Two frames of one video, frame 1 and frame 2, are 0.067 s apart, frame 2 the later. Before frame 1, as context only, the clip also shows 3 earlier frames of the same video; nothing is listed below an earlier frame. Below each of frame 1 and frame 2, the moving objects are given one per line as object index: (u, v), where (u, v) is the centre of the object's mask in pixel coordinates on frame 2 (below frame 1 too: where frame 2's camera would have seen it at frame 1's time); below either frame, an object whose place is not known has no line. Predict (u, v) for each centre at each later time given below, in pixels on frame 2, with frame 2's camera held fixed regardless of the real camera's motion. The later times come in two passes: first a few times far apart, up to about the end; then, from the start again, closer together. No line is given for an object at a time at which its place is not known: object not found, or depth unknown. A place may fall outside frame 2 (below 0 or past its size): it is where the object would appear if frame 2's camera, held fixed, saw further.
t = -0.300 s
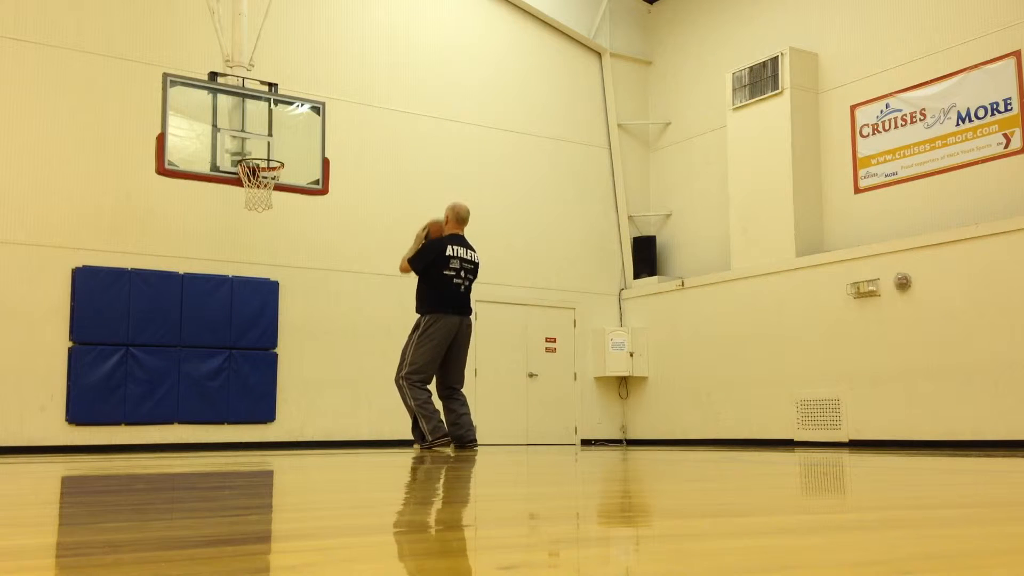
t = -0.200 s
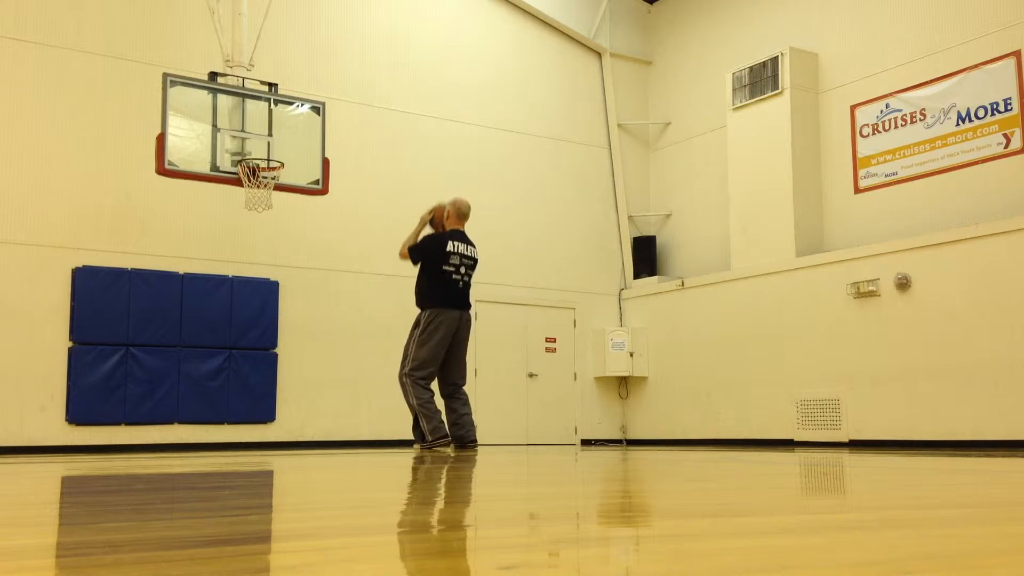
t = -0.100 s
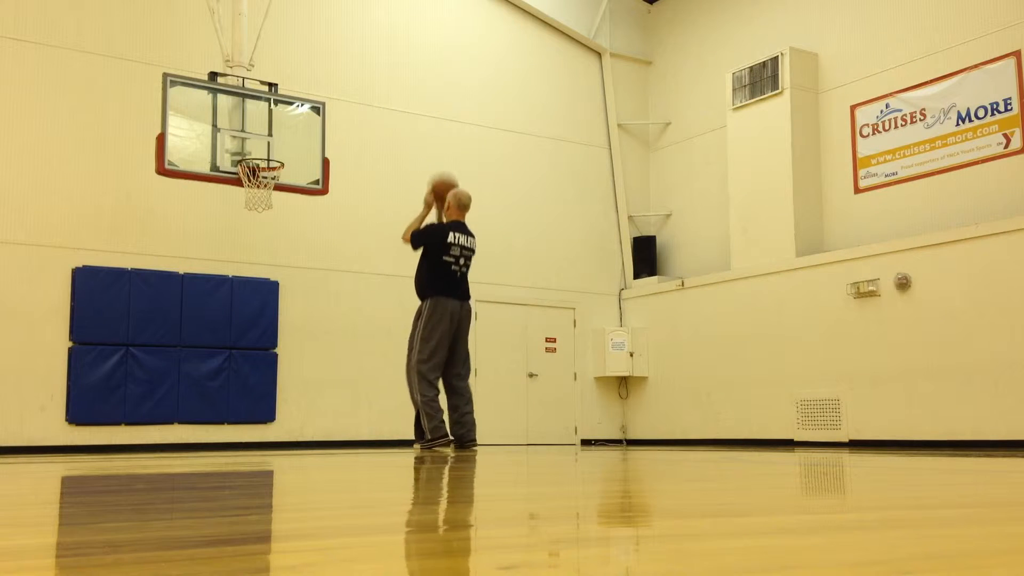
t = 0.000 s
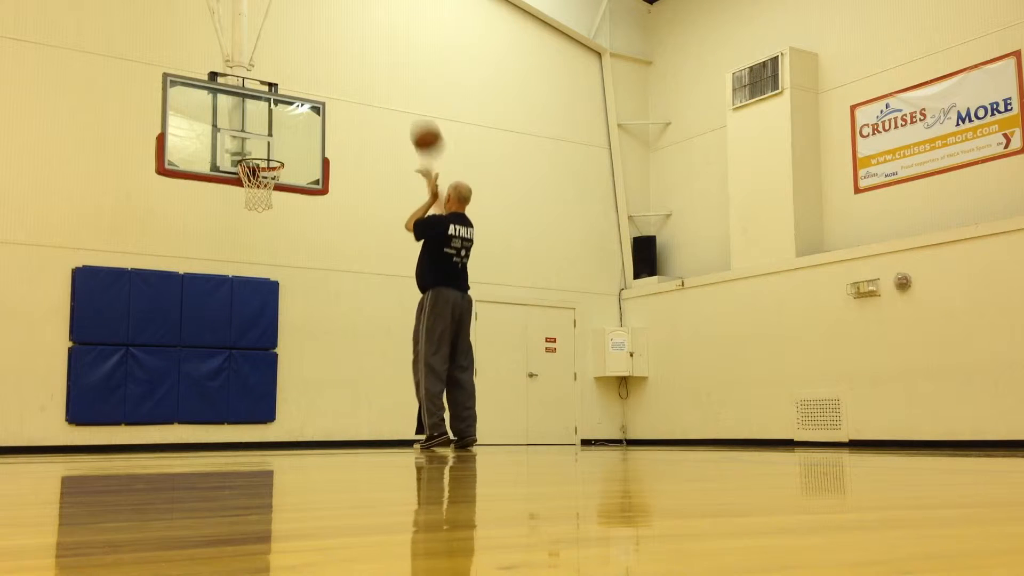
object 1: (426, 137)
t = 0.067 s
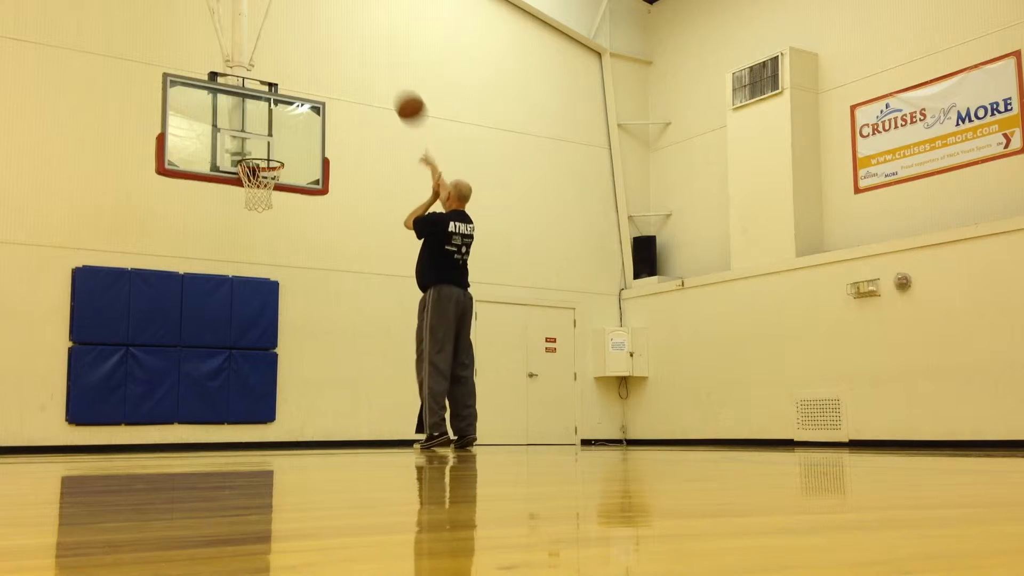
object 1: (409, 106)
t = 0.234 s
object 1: (372, 58)
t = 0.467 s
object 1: (327, 44)
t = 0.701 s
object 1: (290, 81)
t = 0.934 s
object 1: (256, 164)
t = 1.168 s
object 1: (264, 235)
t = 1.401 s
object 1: (275, 343)
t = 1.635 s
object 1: (290, 397)
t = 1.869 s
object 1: (312, 314)
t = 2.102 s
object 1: (333, 280)
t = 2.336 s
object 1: (354, 293)
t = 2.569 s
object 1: (374, 358)
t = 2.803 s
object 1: (396, 402)
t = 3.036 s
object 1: (416, 342)
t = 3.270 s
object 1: (436, 334)
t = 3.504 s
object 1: (458, 382)
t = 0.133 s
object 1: (394, 83)
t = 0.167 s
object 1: (387, 73)
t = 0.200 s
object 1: (379, 64)
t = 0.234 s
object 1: (372, 58)
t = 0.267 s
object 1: (365, 52)
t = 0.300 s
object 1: (359, 48)
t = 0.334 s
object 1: (352, 45)
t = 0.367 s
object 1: (345, 43)
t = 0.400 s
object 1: (339, 43)
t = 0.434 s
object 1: (333, 43)
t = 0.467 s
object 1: (327, 44)
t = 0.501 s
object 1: (321, 47)
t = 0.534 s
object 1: (316, 50)
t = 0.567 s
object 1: (310, 54)
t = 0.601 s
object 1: (305, 60)
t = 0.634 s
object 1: (300, 66)
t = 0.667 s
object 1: (295, 73)
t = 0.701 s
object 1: (290, 81)
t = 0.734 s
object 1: (285, 90)
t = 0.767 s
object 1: (280, 101)
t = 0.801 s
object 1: (274, 112)
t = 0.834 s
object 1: (270, 123)
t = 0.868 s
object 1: (265, 134)
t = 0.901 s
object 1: (260, 148)
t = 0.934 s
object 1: (256, 164)
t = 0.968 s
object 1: (254, 174)
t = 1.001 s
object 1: (258, 188)
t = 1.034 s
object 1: (257, 203)
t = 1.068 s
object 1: (258, 205)
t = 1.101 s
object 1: (260, 214)
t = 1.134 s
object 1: (262, 223)
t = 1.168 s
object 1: (264, 235)
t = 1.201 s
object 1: (266, 247)
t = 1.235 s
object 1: (267, 260)
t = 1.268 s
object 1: (269, 274)
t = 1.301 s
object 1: (271, 292)
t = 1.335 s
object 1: (272, 308)
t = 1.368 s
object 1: (274, 324)
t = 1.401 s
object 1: (275, 343)
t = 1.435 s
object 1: (276, 363)
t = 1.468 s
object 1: (279, 384)
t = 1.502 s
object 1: (279, 405)
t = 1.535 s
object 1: (281, 428)
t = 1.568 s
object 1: (283, 429)
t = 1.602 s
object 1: (287, 412)
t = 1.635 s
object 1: (290, 397)
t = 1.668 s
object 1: (293, 382)
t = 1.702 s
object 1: (297, 368)
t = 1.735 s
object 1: (299, 356)
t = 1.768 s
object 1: (303, 344)
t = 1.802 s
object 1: (306, 333)
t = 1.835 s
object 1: (309, 323)
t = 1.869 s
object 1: (312, 314)
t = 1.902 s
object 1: (315, 306)
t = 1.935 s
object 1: (318, 300)
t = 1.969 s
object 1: (321, 294)
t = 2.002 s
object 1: (324, 289)
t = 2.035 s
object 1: (327, 285)
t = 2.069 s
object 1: (330, 282)
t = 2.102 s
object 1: (333, 280)
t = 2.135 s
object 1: (336, 279)
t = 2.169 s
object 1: (339, 278)
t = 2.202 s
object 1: (342, 279)
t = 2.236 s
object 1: (345, 281)
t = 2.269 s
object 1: (348, 284)
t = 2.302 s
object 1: (351, 288)
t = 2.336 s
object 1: (354, 293)
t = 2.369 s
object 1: (357, 299)
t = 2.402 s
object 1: (360, 306)
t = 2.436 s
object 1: (363, 314)
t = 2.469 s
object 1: (365, 324)
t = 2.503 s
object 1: (368, 334)
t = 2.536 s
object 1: (372, 346)
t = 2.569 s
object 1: (374, 358)
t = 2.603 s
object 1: (377, 372)
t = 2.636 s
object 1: (380, 388)
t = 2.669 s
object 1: (383, 405)
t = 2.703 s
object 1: (386, 424)
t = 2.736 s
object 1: (390, 428)
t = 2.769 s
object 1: (393, 415)
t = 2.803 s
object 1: (396, 402)
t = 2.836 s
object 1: (399, 390)
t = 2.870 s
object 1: (402, 380)
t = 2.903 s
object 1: (404, 370)
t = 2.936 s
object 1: (407, 362)
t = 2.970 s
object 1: (410, 354)
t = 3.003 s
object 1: (413, 348)
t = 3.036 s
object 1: (416, 342)
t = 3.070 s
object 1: (419, 338)
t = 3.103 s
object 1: (422, 334)
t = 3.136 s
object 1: (425, 332)
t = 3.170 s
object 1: (427, 331)
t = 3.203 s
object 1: (430, 331)
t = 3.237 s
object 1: (433, 332)
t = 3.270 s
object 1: (436, 334)
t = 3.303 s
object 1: (439, 337)
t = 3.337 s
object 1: (442, 341)
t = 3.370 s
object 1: (445, 347)
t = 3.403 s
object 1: (448, 354)
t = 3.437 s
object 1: (451, 362)
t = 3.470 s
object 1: (455, 371)
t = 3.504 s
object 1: (458, 382)
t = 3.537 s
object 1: (461, 394)
